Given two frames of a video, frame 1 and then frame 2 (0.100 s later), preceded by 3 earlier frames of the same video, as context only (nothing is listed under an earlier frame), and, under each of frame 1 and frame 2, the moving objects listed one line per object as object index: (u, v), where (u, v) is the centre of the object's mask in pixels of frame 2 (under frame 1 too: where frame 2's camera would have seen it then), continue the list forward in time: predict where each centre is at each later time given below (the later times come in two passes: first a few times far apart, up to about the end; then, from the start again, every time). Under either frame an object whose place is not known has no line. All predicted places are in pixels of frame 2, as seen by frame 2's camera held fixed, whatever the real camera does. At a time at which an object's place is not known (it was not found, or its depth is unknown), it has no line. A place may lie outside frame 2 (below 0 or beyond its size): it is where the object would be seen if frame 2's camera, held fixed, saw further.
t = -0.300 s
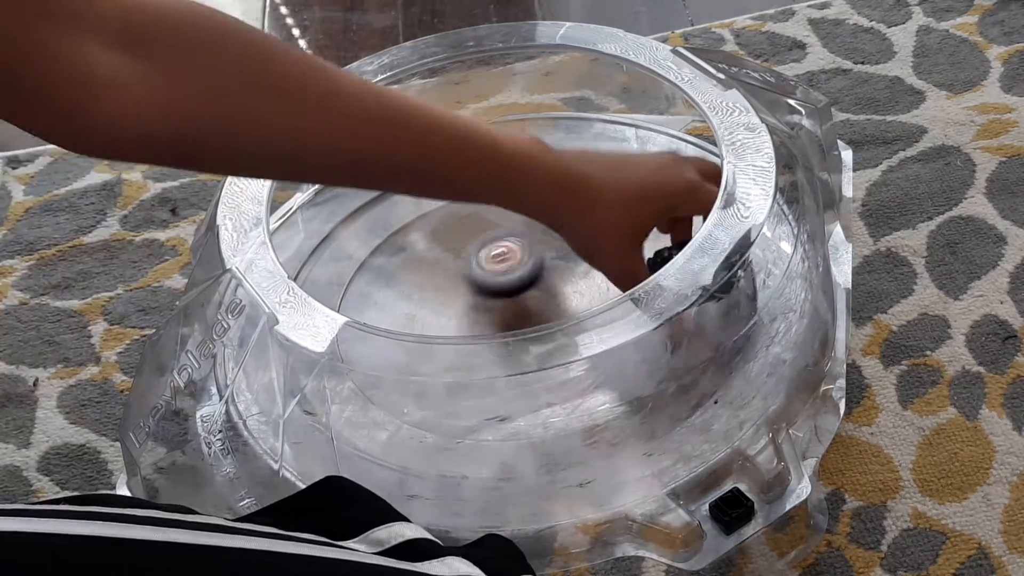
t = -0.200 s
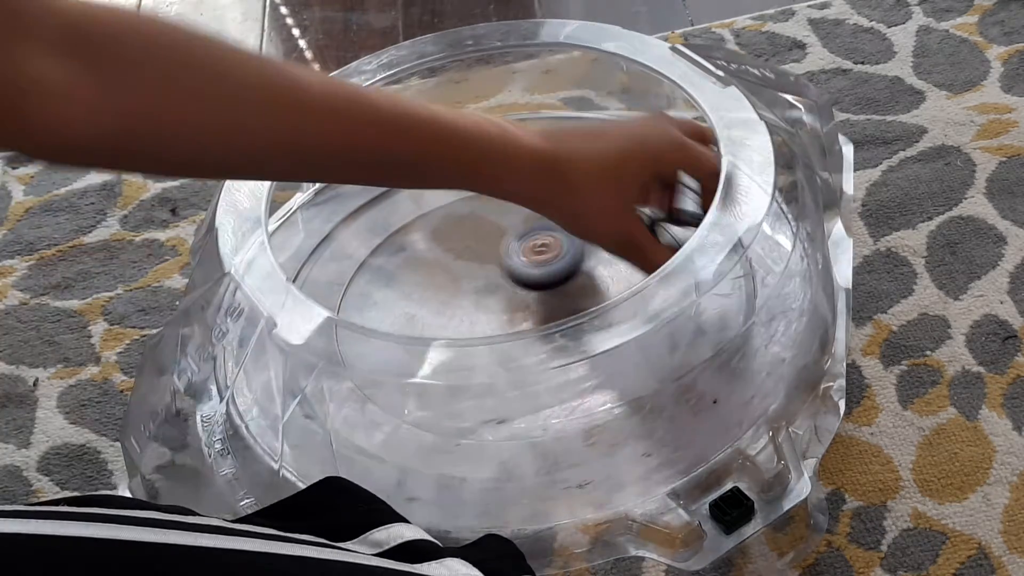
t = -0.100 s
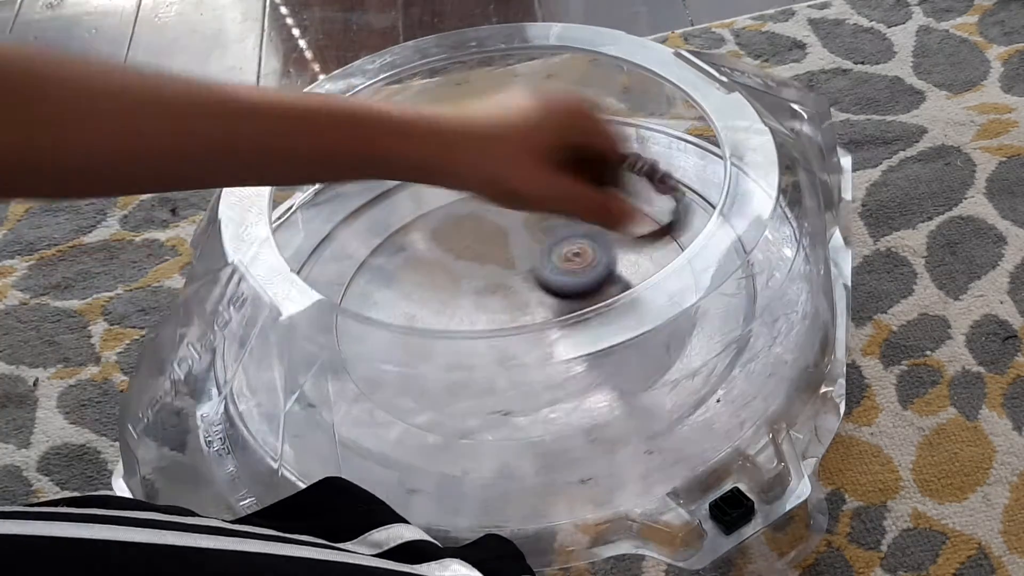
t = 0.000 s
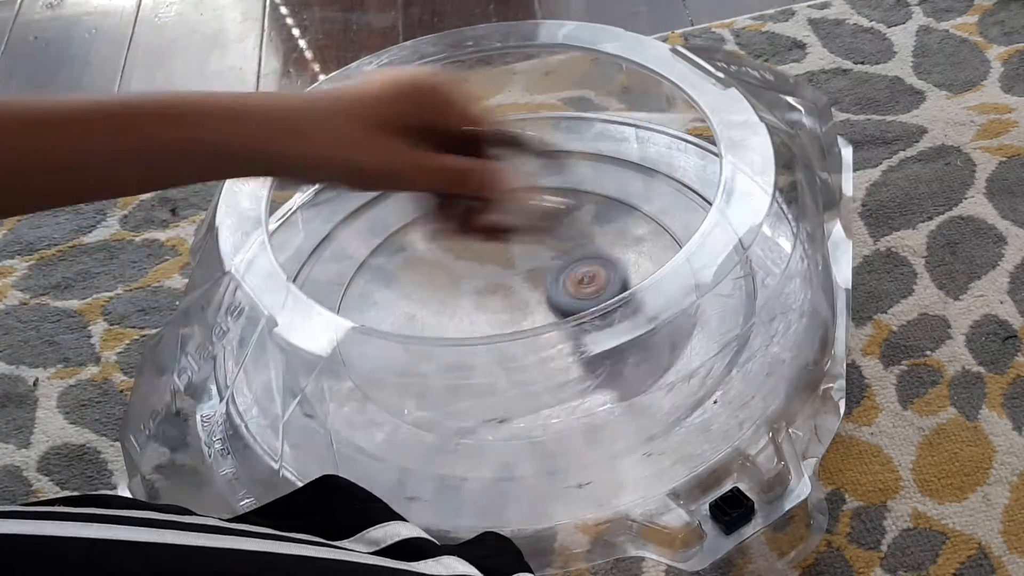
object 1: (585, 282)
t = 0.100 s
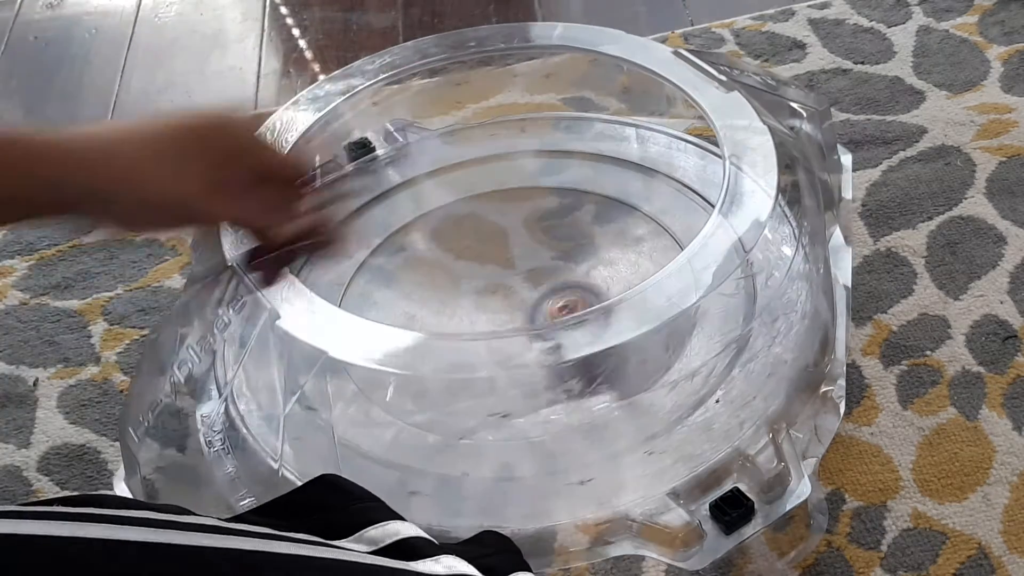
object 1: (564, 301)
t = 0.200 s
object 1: (525, 316)
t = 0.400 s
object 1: (455, 306)
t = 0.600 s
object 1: (476, 258)
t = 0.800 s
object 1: (549, 270)
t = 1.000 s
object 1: (545, 311)
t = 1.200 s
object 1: (481, 345)
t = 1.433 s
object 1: (471, 290)
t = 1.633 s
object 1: (541, 263)
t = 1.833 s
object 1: (578, 287)
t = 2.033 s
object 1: (522, 316)
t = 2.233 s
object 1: (461, 305)
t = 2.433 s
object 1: (487, 262)
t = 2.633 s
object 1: (551, 273)
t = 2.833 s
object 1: (539, 311)
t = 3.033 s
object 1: (477, 337)
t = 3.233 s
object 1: (471, 292)
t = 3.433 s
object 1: (536, 265)
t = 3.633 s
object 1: (573, 289)
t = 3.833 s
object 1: (523, 315)
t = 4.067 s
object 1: (464, 299)
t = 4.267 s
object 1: (499, 260)
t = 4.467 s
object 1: (556, 282)
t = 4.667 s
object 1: (531, 314)
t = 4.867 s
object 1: (476, 331)
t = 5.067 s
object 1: (479, 288)
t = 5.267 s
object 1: (541, 269)
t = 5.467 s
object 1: (566, 293)
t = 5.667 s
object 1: (508, 323)
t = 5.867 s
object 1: (466, 302)
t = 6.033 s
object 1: (485, 271)
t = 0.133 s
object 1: (550, 308)
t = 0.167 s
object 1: (539, 312)
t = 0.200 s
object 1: (525, 316)
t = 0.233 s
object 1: (506, 334)
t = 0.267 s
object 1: (494, 334)
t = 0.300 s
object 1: (479, 330)
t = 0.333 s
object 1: (468, 324)
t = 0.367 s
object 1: (460, 311)
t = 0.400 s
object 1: (455, 306)
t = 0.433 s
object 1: (452, 300)
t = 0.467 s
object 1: (452, 290)
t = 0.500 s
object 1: (455, 281)
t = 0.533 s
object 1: (460, 271)
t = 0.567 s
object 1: (469, 266)
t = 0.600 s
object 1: (476, 258)
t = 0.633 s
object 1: (490, 256)
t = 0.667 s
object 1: (501, 255)
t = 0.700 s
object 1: (514, 254)
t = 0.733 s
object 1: (527, 258)
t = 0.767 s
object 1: (538, 263)
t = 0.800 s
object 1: (549, 270)
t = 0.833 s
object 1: (557, 278)
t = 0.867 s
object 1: (562, 285)
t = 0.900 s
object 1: (560, 292)
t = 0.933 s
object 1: (558, 298)
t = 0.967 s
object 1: (552, 305)
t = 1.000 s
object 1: (545, 311)
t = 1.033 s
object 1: (537, 315)
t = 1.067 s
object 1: (530, 339)
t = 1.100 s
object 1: (519, 343)
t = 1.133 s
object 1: (506, 347)
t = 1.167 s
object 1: (491, 346)
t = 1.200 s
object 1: (481, 345)
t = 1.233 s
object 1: (472, 340)
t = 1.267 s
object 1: (464, 334)
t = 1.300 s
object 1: (459, 325)
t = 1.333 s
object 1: (457, 312)
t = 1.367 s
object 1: (458, 306)
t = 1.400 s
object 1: (464, 298)
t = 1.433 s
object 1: (471, 290)
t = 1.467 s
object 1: (482, 281)
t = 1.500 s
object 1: (490, 276)
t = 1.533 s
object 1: (504, 269)
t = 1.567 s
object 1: (515, 266)
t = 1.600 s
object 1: (530, 262)
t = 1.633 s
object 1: (541, 263)
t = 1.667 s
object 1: (556, 262)
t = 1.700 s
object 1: (563, 265)
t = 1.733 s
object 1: (572, 273)
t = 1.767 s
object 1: (578, 278)
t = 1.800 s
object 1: (578, 283)
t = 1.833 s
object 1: (578, 287)
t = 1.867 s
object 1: (574, 293)
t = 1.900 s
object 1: (568, 300)
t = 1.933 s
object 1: (558, 306)
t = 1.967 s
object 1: (546, 311)
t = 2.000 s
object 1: (534, 314)
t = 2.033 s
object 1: (522, 316)
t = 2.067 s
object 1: (502, 328)
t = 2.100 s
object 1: (495, 330)
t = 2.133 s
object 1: (483, 326)
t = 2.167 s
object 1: (473, 313)
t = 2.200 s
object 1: (466, 309)
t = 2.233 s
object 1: (461, 305)
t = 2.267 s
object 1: (459, 297)
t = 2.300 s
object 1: (460, 288)
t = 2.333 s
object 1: (464, 279)
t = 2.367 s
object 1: (469, 271)
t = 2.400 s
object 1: (477, 266)
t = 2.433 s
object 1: (487, 262)
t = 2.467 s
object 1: (497, 257)
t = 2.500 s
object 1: (510, 256)
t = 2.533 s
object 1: (522, 256)
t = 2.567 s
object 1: (536, 259)
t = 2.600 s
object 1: (544, 262)
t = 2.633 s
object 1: (551, 273)
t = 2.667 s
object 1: (557, 282)
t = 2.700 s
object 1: (559, 290)
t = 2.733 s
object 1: (556, 293)
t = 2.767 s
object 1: (553, 301)
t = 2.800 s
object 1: (548, 307)
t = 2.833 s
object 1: (539, 311)
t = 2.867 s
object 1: (529, 316)
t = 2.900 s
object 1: (520, 318)
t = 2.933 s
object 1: (509, 343)
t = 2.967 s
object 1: (495, 343)
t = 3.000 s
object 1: (486, 342)
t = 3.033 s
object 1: (477, 337)
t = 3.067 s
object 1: (469, 332)
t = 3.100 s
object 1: (463, 324)
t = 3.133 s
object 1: (459, 312)
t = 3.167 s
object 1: (460, 307)
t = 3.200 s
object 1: (464, 301)
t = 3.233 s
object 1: (471, 292)
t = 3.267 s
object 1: (479, 284)
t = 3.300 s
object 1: (488, 278)
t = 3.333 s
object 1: (500, 272)
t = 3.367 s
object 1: (511, 269)
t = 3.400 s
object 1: (525, 266)
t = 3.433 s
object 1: (536, 265)
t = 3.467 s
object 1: (547, 268)
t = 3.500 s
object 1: (559, 267)
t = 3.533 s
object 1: (565, 276)
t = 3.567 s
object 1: (571, 280)
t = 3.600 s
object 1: (574, 283)
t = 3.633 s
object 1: (573, 289)
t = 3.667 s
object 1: (570, 294)
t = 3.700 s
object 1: (563, 300)
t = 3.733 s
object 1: (555, 306)
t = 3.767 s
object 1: (544, 311)
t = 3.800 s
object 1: (532, 314)
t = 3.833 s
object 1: (523, 315)
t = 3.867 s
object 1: (504, 328)
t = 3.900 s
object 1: (496, 330)
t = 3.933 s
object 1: (486, 325)
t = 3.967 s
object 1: (477, 312)
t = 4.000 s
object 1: (471, 309)
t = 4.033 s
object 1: (465, 305)
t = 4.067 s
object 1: (464, 299)
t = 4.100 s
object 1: (464, 290)
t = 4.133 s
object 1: (467, 282)
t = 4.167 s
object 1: (473, 275)
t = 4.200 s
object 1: (479, 267)
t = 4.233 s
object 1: (488, 264)
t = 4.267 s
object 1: (499, 260)
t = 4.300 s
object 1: (510, 260)
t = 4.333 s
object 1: (521, 259)
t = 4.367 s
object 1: (531, 263)
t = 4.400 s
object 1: (541, 269)
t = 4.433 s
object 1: (548, 274)
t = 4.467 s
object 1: (556, 282)
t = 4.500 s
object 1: (558, 289)
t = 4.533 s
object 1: (556, 295)
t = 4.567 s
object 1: (553, 300)
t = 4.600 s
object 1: (547, 306)
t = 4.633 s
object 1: (541, 310)
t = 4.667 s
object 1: (531, 314)
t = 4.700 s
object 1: (518, 329)
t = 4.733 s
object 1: (505, 333)
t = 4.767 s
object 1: (501, 340)
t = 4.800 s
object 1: (491, 336)
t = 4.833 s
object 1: (483, 337)
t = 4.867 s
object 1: (476, 331)
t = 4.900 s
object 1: (468, 316)
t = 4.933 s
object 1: (465, 313)
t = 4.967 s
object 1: (465, 308)
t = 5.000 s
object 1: (468, 301)
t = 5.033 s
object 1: (472, 294)
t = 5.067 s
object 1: (479, 288)
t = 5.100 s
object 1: (489, 280)
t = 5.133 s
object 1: (498, 273)
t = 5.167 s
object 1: (510, 270)
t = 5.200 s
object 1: (520, 268)
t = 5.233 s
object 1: (529, 267)
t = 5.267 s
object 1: (541, 269)
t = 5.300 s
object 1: (550, 272)
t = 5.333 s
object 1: (559, 275)
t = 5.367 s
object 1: (565, 279)
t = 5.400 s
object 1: (569, 285)
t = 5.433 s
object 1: (569, 287)
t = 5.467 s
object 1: (566, 293)
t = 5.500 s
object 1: (561, 298)
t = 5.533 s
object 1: (554, 303)
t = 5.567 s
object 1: (544, 309)
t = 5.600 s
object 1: (533, 312)
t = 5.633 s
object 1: (523, 315)
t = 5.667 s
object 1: (508, 323)
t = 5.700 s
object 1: (499, 316)
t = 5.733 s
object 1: (489, 316)
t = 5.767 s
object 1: (480, 314)
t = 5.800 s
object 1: (473, 311)
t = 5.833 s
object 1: (468, 307)
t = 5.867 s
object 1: (466, 302)
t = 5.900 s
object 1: (464, 296)
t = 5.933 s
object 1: (467, 287)
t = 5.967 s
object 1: (472, 280)
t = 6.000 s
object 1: (478, 274)
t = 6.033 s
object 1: (485, 271)
